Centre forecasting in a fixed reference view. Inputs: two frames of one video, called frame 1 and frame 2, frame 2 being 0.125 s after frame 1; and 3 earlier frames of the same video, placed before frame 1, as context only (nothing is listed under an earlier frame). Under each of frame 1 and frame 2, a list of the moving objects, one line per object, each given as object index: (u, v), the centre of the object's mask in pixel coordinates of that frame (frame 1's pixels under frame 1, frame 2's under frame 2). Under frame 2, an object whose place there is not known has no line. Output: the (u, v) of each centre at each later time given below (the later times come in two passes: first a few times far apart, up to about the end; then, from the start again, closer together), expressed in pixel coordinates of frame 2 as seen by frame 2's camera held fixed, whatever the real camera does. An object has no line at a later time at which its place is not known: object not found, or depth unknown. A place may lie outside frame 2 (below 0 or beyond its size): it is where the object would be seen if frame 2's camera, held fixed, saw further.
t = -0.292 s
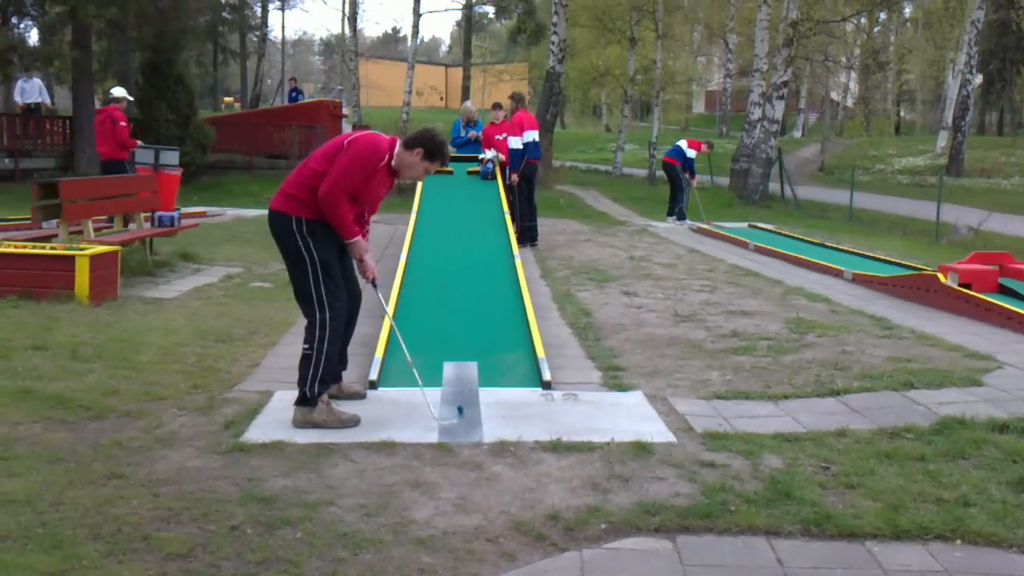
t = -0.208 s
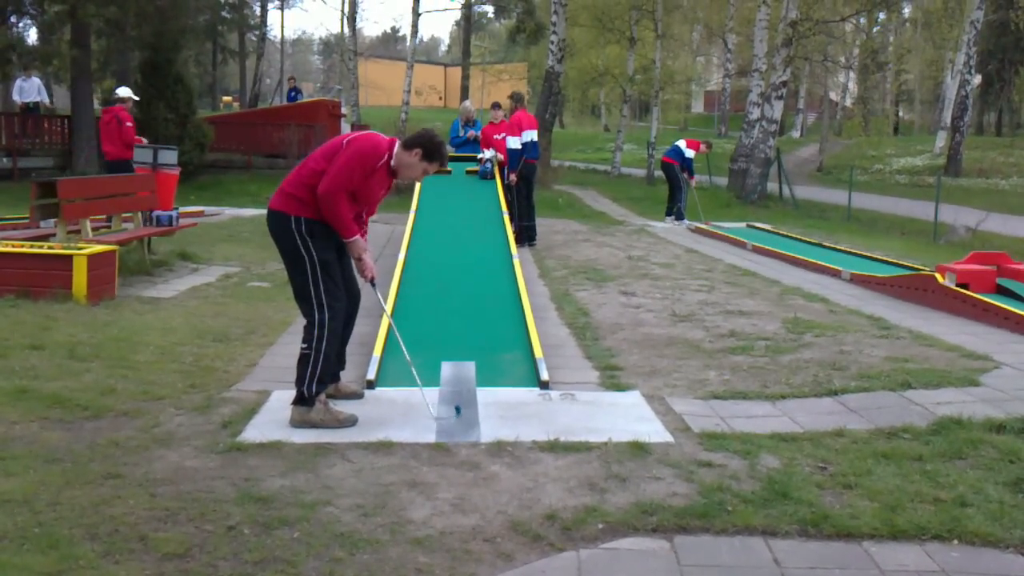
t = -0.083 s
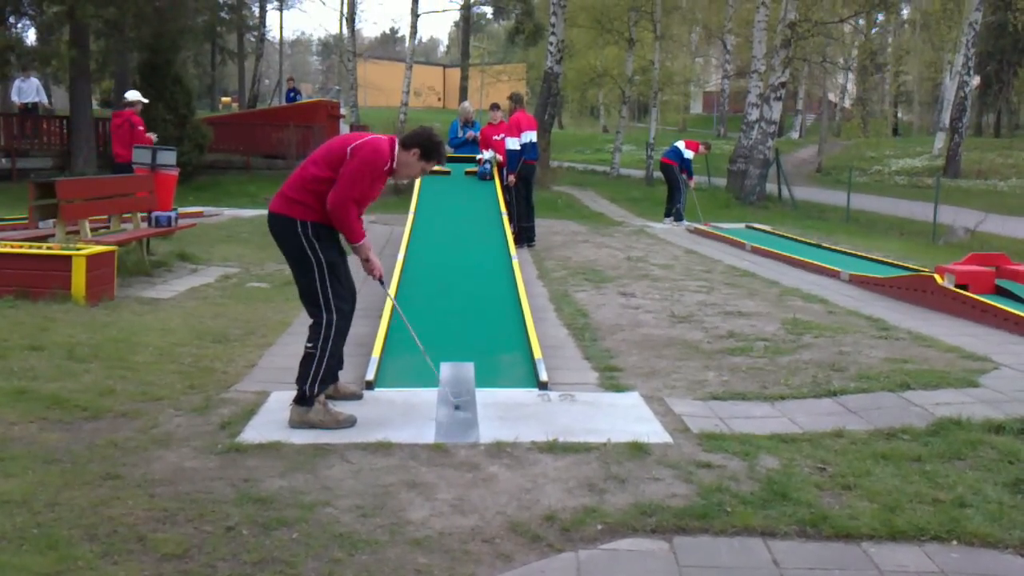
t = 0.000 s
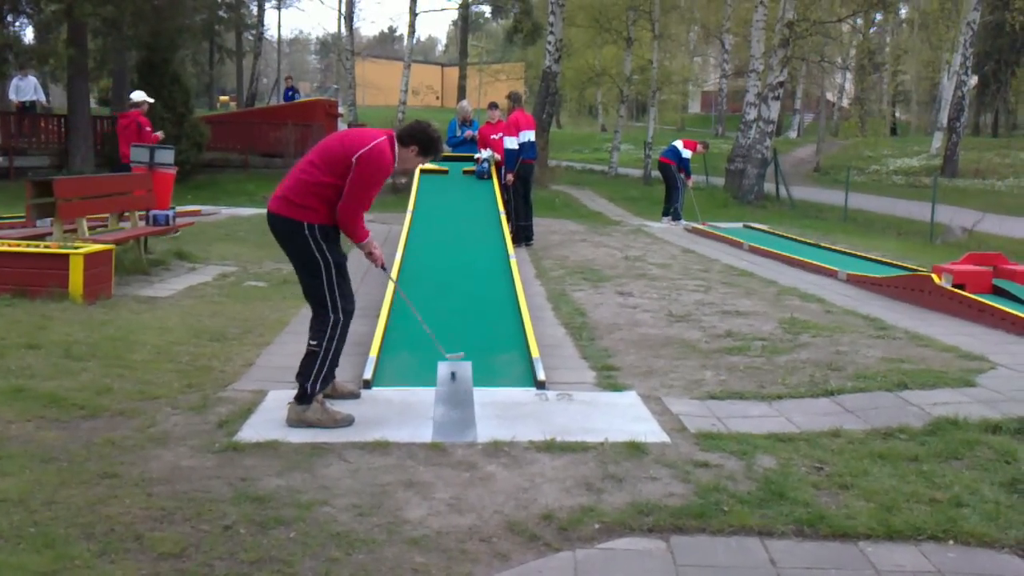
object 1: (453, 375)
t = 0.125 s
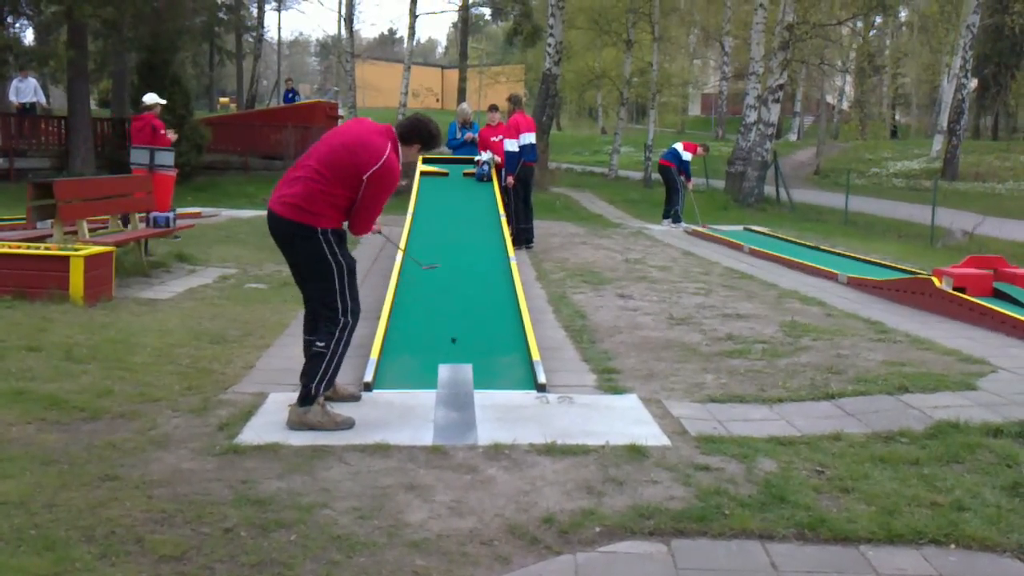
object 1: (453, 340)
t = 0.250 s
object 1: (454, 312)
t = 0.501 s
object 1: (453, 272)
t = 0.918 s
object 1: (454, 230)
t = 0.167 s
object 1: (453, 329)
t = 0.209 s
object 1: (453, 321)
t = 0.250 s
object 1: (454, 312)
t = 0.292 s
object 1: (453, 303)
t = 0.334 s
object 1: (454, 297)
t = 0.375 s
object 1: (453, 290)
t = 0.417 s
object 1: (453, 284)
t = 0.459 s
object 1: (453, 278)
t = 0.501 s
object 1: (453, 272)
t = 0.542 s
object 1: (453, 267)
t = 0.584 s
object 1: (454, 262)
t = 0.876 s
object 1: (454, 234)
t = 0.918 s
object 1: (454, 230)
